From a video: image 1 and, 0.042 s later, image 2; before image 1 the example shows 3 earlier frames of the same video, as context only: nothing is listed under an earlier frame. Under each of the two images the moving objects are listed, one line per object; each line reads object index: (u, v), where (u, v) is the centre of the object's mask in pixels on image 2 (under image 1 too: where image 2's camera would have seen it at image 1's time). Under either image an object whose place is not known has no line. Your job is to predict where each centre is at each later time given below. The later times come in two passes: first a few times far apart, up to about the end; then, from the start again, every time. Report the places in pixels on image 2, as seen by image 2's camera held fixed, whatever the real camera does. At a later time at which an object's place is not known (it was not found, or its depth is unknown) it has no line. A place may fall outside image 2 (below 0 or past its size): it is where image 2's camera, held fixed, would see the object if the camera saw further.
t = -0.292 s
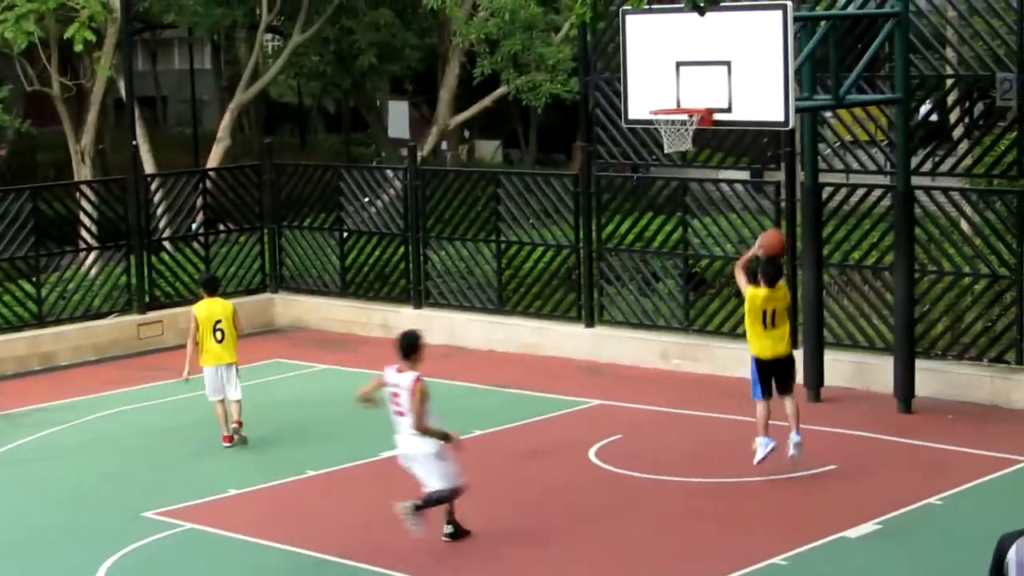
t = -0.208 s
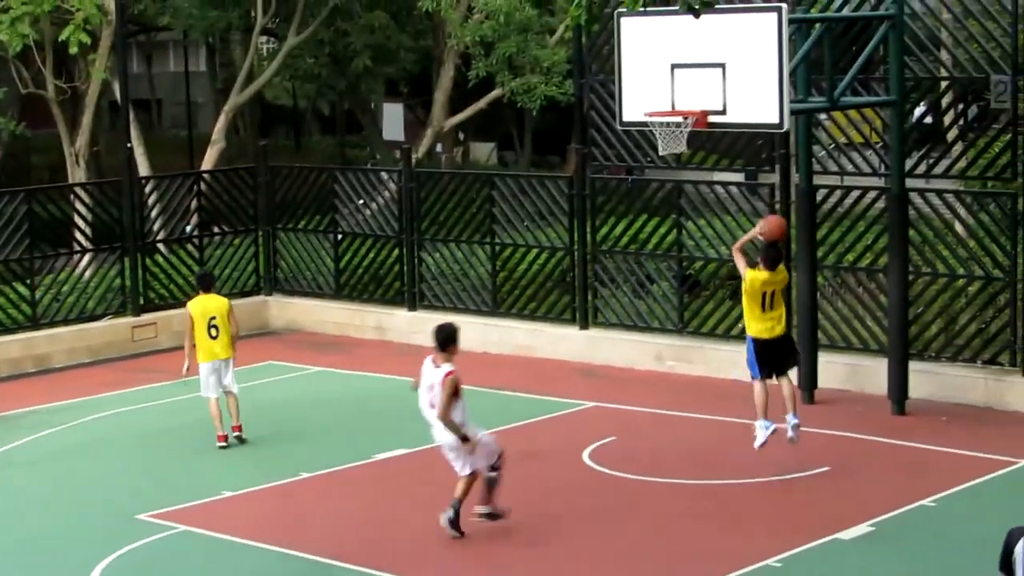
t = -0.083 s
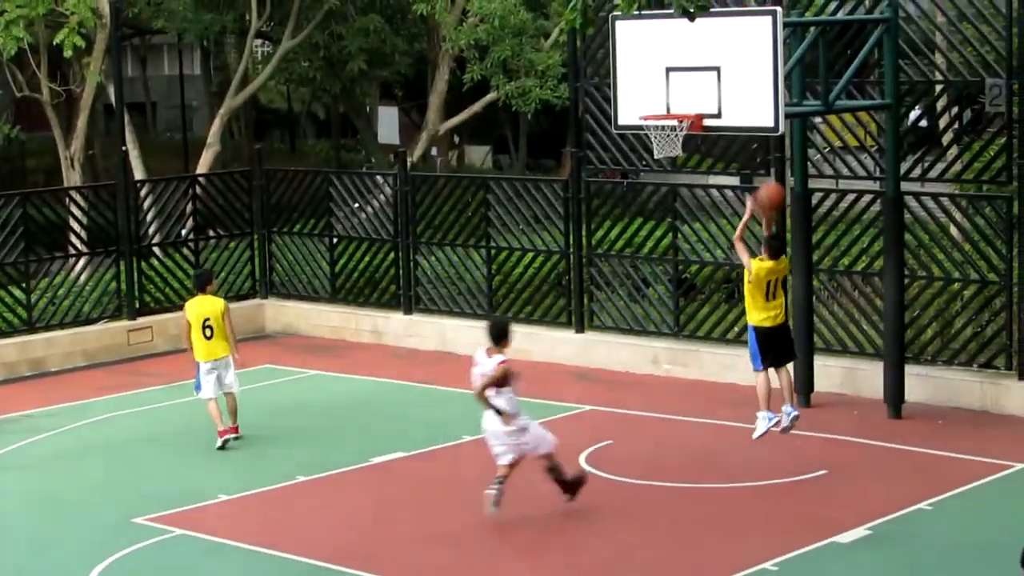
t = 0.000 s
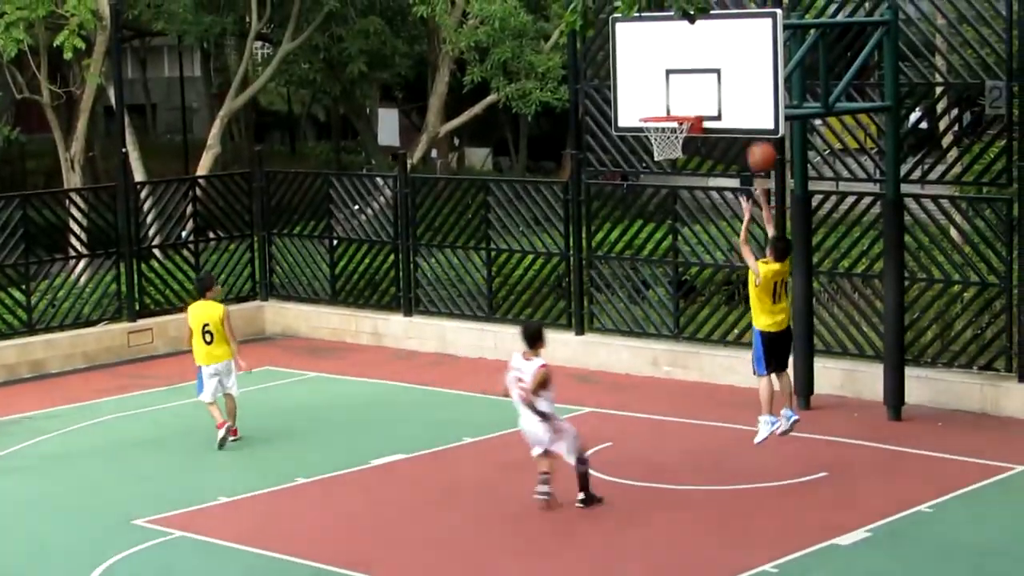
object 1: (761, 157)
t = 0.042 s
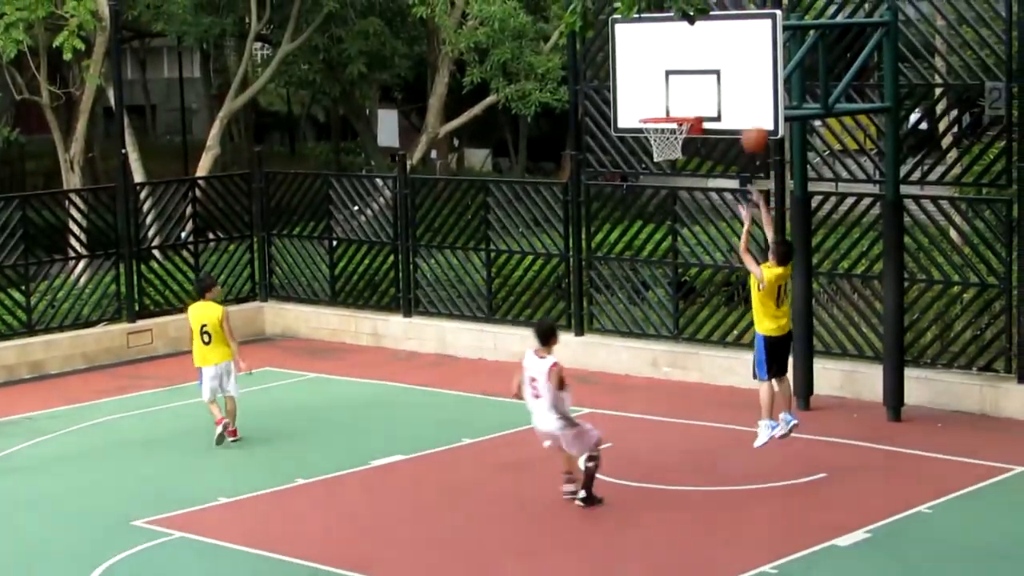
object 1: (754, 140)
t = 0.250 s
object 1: (717, 88)
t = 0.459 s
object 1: (675, 103)
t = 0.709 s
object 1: (662, 122)
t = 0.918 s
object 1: (660, 138)
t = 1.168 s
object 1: (674, 175)
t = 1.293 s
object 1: (680, 213)
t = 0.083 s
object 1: (749, 122)
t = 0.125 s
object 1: (743, 106)
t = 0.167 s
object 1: (735, 97)
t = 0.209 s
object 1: (726, 91)
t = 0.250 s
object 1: (717, 88)
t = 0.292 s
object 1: (709, 87)
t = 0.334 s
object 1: (700, 88)
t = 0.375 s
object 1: (692, 91)
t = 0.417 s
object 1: (684, 96)
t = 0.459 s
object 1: (675, 103)
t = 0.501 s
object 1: (671, 106)
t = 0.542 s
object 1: (669, 105)
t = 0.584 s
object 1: (667, 106)
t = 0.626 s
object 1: (665, 108)
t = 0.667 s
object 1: (664, 111)
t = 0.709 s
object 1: (662, 122)
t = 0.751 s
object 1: (661, 130)
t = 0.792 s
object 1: (660, 132)
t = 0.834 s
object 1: (658, 134)
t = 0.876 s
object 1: (660, 136)
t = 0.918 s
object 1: (660, 138)
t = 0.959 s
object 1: (663, 143)
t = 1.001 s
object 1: (666, 150)
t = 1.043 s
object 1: (668, 164)
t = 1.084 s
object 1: (671, 165)
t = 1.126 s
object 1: (672, 169)
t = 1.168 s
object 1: (674, 175)
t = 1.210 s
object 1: (676, 186)
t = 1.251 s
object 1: (678, 199)
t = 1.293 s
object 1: (680, 213)
